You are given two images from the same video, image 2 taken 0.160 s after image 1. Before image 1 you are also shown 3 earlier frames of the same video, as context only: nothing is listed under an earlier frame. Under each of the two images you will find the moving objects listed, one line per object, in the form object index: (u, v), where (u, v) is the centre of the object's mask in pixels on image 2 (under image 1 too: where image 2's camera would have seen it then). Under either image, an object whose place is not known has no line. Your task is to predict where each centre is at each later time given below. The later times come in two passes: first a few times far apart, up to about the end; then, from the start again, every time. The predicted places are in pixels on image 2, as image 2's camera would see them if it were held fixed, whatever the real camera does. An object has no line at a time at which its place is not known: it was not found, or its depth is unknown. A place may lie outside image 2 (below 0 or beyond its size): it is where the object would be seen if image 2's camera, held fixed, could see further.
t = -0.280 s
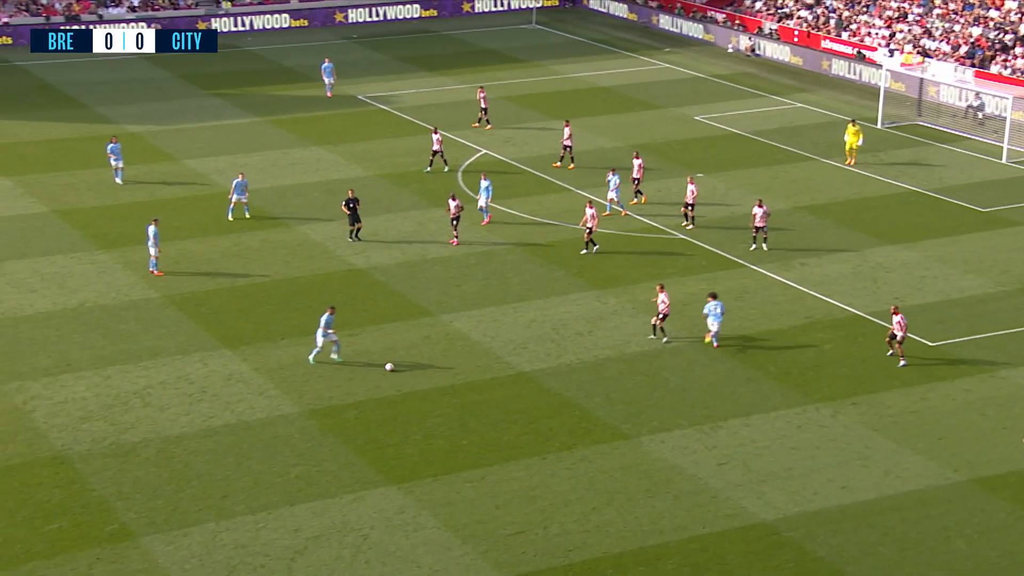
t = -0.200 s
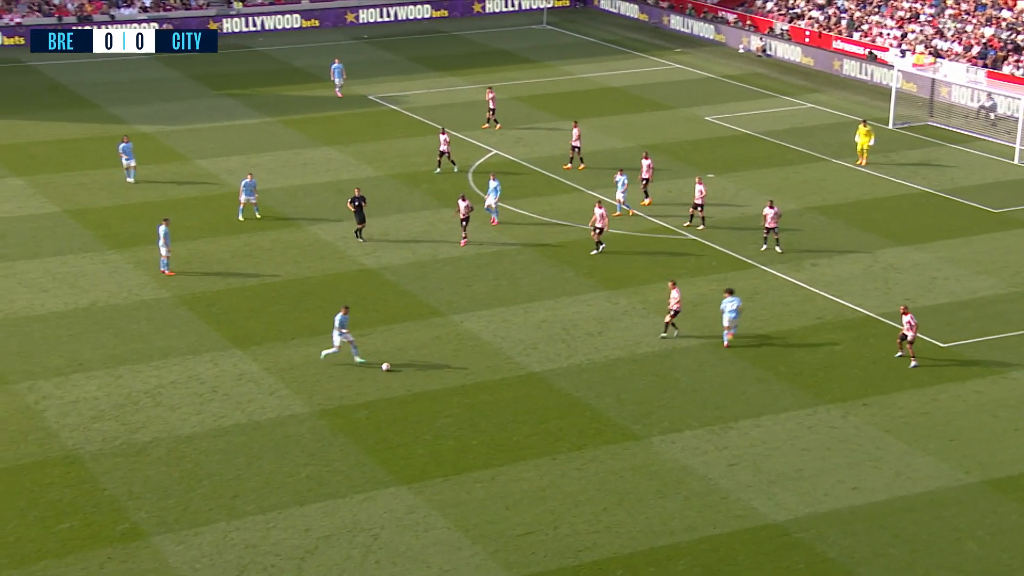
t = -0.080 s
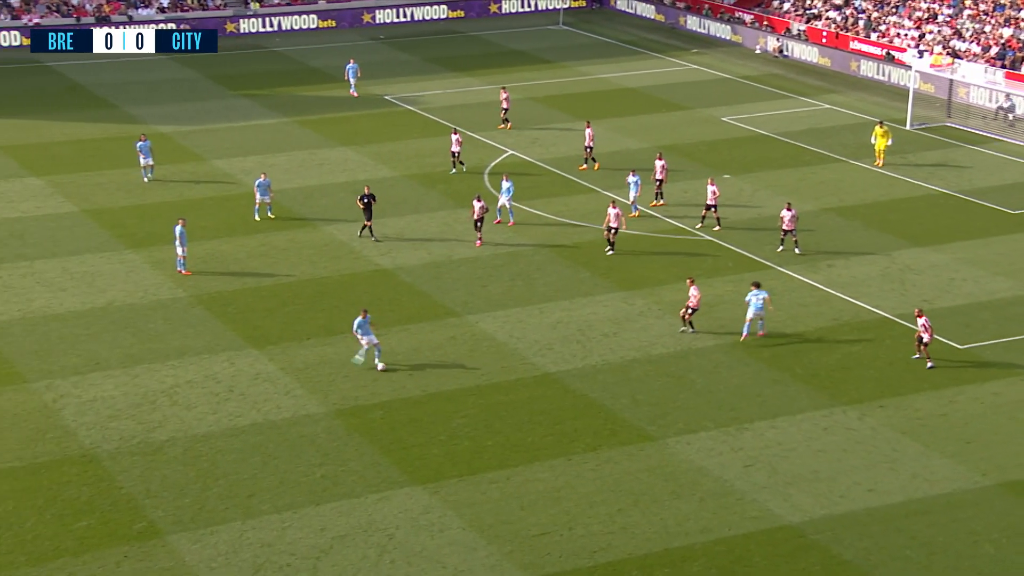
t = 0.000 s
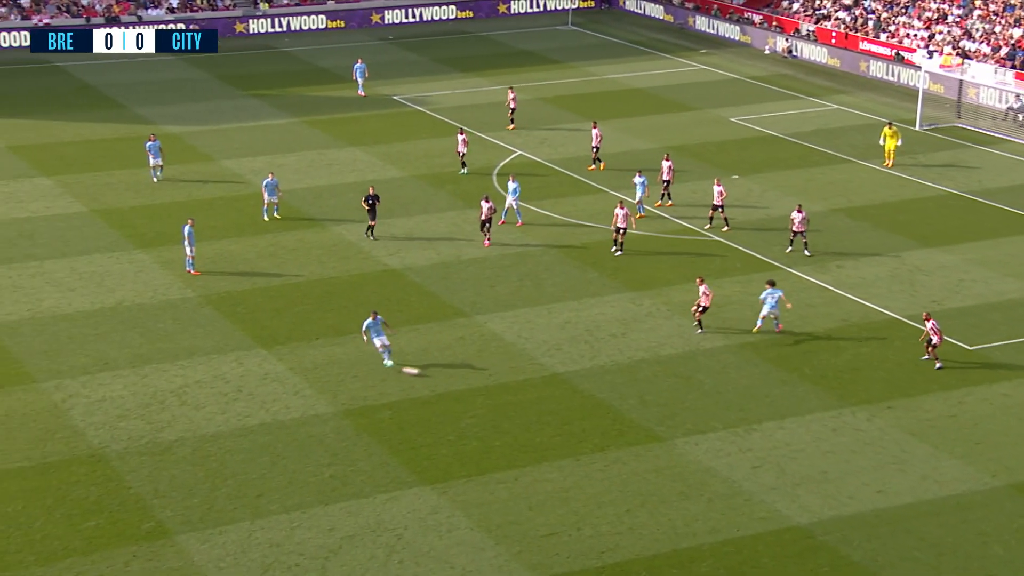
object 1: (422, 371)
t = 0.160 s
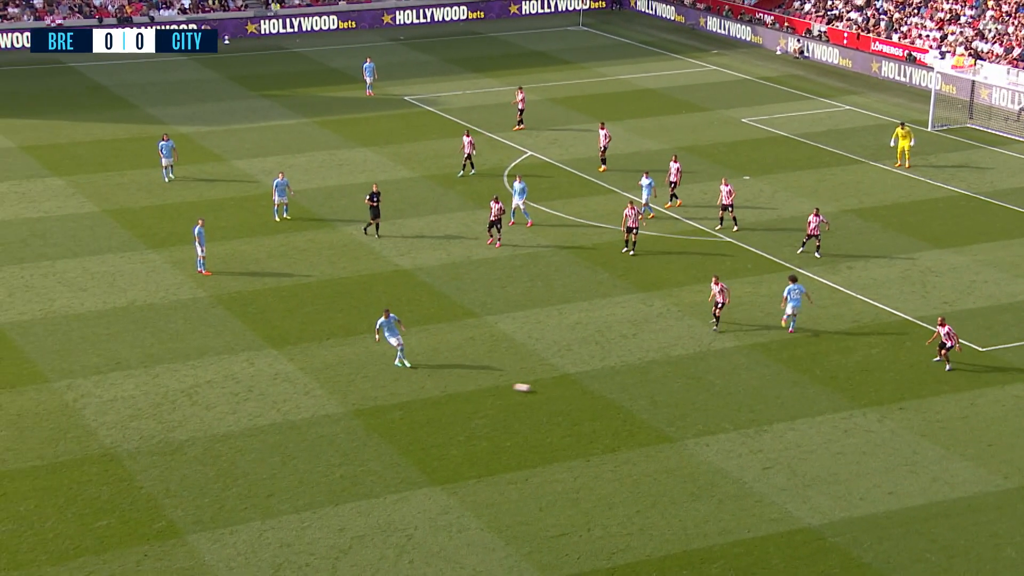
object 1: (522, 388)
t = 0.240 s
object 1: (570, 396)
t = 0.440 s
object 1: (685, 415)
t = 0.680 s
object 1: (812, 436)
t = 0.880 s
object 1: (908, 452)
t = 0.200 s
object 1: (546, 392)
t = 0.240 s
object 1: (570, 396)
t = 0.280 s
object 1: (594, 399)
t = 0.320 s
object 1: (617, 403)
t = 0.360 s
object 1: (640, 407)
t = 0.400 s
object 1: (662, 411)
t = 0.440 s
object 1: (685, 415)
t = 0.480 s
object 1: (706, 418)
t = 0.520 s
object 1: (728, 422)
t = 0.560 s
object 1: (750, 425)
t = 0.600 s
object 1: (771, 429)
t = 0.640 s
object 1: (792, 432)
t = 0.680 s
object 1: (812, 436)
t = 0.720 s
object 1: (832, 439)
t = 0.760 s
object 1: (852, 443)
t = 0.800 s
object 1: (872, 446)
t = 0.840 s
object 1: (890, 449)
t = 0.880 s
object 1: (908, 452)
